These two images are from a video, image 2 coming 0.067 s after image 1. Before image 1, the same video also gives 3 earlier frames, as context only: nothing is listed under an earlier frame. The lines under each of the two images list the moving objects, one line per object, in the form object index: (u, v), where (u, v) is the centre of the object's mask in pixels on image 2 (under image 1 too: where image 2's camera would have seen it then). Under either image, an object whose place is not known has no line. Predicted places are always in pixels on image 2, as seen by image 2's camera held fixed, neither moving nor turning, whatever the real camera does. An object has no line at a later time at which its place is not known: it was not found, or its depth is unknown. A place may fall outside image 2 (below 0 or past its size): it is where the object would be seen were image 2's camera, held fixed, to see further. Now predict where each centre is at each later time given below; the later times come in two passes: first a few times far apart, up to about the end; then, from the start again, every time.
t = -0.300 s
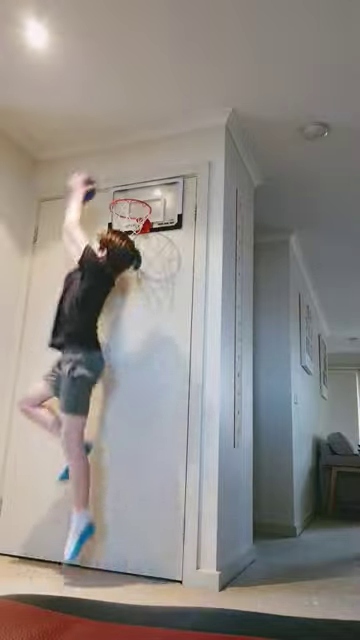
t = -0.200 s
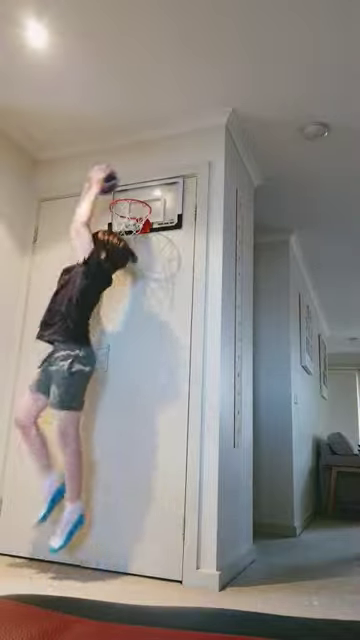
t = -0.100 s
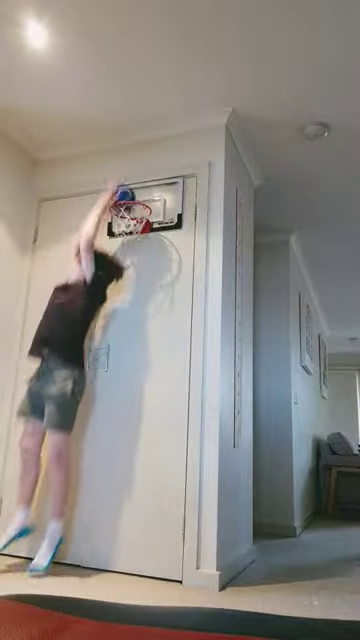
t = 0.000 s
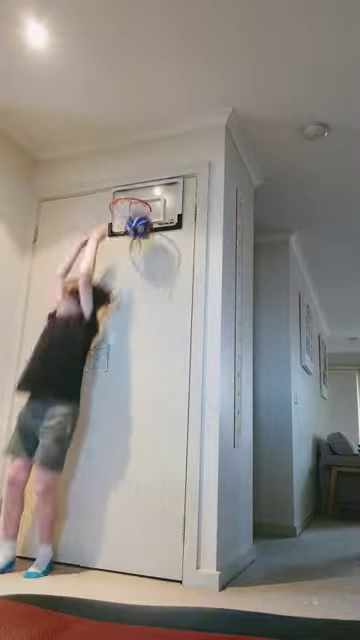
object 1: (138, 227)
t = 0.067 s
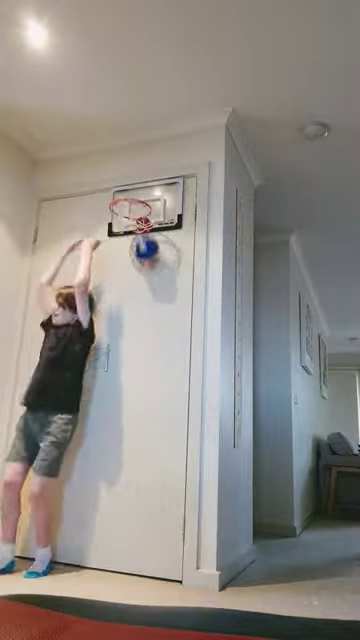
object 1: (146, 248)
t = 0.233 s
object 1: (155, 331)
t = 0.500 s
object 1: (155, 558)
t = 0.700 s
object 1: (172, 439)
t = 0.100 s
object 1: (150, 266)
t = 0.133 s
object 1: (154, 283)
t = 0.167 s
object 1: (154, 297)
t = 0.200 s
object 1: (155, 313)
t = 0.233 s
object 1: (155, 331)
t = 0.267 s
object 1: (155, 353)
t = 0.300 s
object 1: (155, 378)
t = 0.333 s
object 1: (155, 405)
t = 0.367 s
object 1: (155, 437)
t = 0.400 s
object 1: (154, 474)
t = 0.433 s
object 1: (152, 514)
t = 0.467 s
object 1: (151, 557)
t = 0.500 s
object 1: (155, 558)
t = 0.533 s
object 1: (158, 532)
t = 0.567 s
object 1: (161, 508)
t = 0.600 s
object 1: (164, 486)
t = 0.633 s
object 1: (166, 468)
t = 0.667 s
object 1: (169, 452)
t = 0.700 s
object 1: (172, 439)
